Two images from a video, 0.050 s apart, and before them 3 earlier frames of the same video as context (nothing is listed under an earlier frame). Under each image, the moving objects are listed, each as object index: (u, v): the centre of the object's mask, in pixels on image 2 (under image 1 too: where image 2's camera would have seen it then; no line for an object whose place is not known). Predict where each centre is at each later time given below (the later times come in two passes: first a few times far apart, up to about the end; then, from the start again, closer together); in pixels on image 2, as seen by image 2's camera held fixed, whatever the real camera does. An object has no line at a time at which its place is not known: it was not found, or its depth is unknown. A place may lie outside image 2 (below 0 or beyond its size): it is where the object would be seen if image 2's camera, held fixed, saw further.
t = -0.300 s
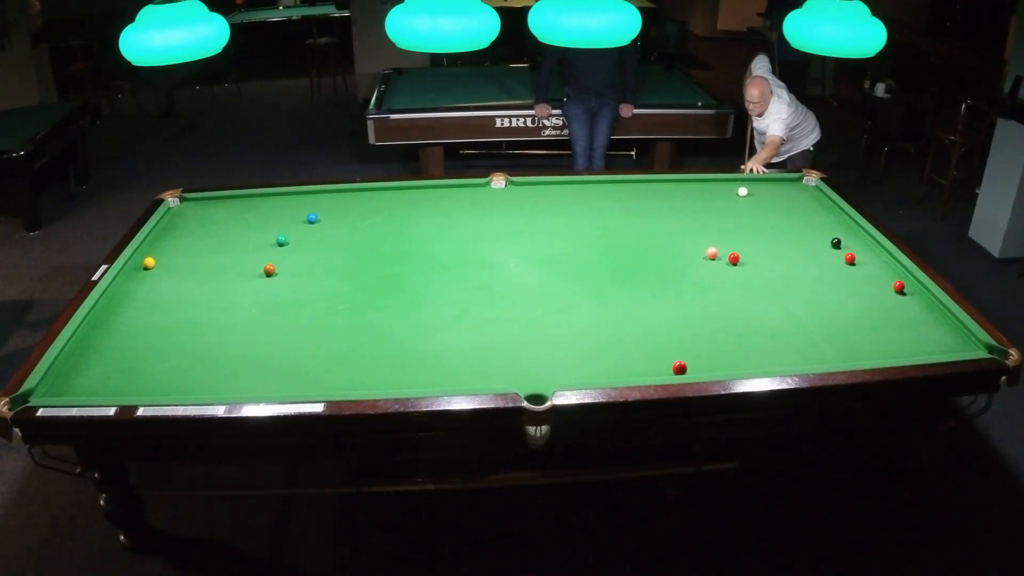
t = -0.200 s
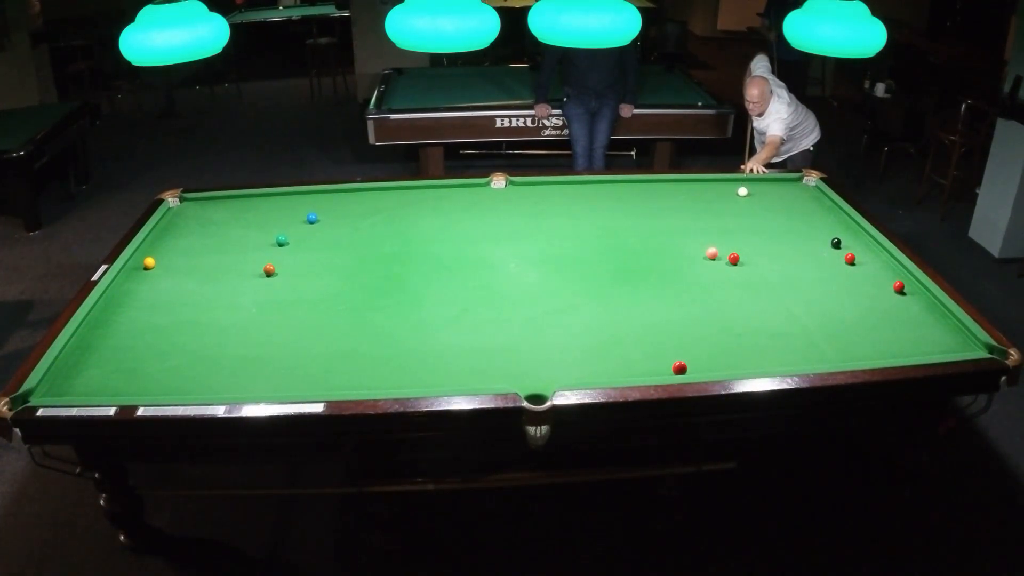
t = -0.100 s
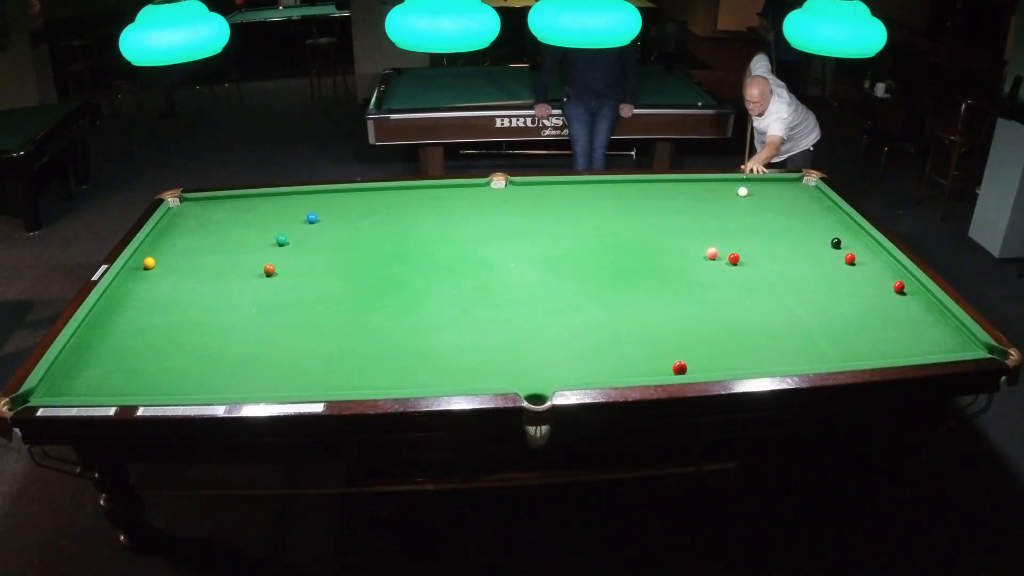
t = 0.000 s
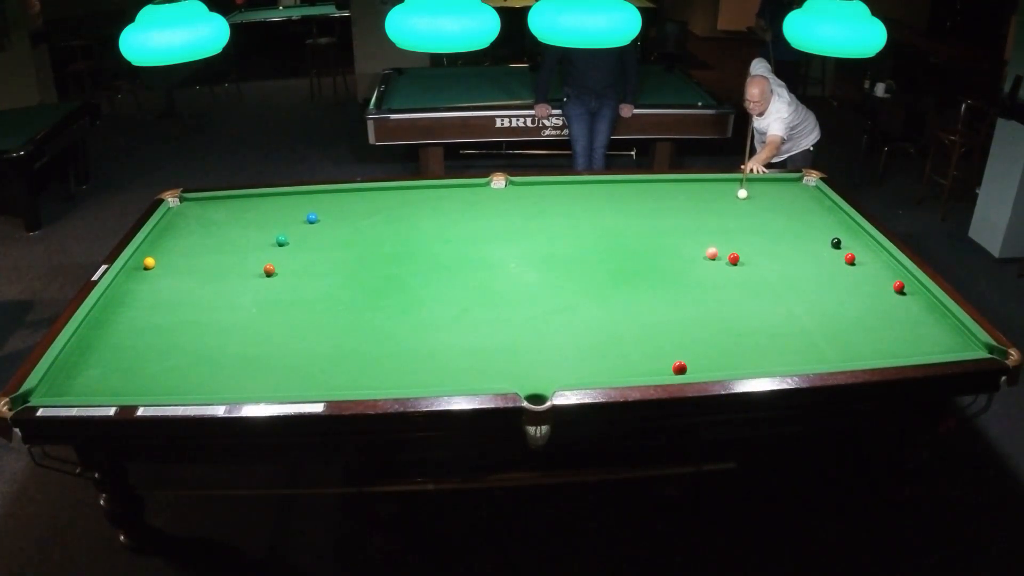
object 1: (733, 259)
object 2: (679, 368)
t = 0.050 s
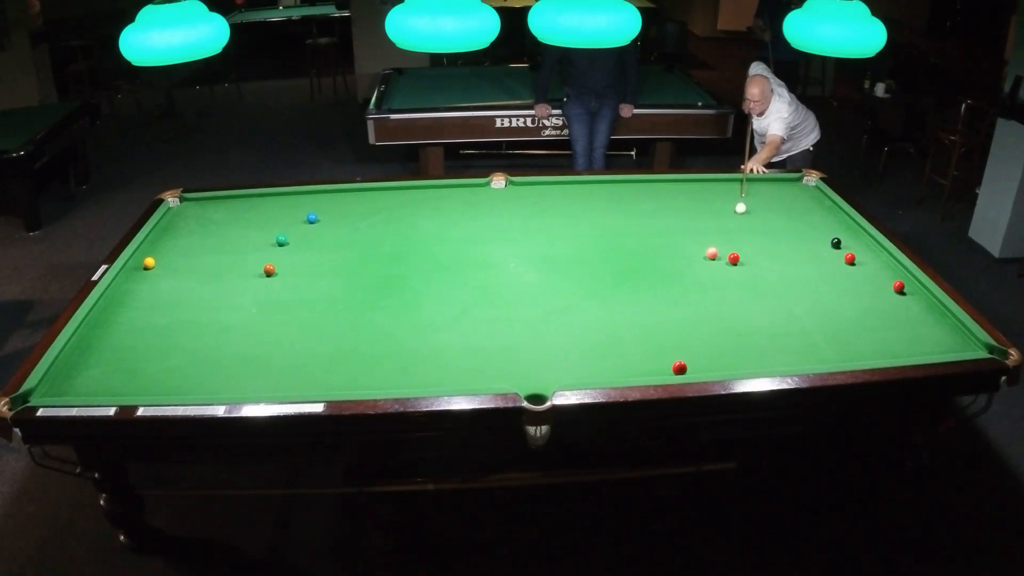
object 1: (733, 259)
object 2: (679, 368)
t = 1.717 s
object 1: (676, 218)
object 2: (422, 316)
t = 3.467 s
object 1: (758, 242)
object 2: (207, 269)
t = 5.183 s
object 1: (886, 333)
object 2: (170, 244)
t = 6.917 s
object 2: (215, 232)
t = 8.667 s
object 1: (903, 314)
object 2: (217, 232)
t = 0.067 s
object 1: (733, 259)
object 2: (679, 368)
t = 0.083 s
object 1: (733, 259)
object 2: (679, 368)
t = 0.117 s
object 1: (733, 259)
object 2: (679, 368)
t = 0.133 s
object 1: (733, 259)
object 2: (679, 368)
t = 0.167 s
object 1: (733, 259)
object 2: (679, 368)
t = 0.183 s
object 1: (733, 259)
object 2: (679, 368)
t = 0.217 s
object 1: (730, 268)
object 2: (679, 368)
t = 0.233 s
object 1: (729, 274)
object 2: (679, 368)
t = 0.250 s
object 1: (727, 280)
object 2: (679, 368)
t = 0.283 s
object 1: (723, 291)
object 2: (679, 368)
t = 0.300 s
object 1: (722, 298)
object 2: (679, 368)
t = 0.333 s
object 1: (718, 310)
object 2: (679, 368)
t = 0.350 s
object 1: (716, 316)
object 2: (679, 368)
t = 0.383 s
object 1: (712, 328)
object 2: (679, 368)
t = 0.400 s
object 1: (710, 335)
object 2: (679, 368)
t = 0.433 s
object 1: (706, 348)
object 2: (679, 368)
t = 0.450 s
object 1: (704, 354)
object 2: (679, 368)
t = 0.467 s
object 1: (702, 360)
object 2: (679, 368)
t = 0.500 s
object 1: (698, 369)
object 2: (679, 368)
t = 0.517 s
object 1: (695, 369)
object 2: (678, 368)
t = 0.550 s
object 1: (696, 364)
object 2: (666, 367)
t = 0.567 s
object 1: (696, 360)
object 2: (661, 365)
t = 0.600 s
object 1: (697, 353)
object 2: (652, 364)
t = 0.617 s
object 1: (696, 350)
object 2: (648, 363)
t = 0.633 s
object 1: (696, 348)
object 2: (643, 362)
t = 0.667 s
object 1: (696, 342)
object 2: (635, 361)
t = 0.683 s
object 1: (695, 339)
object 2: (631, 360)
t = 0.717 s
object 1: (694, 333)
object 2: (623, 358)
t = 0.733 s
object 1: (694, 331)
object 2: (619, 357)
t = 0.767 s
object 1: (693, 325)
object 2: (612, 356)
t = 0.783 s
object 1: (693, 323)
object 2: (608, 355)
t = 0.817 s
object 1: (692, 318)
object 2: (600, 353)
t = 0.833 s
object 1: (692, 315)
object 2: (596, 353)
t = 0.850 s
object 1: (691, 313)
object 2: (592, 352)
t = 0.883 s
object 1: (691, 307)
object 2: (585, 351)
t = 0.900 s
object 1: (690, 305)
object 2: (581, 350)
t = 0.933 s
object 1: (690, 300)
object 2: (574, 348)
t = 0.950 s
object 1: (689, 298)
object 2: (570, 347)
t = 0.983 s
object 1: (689, 294)
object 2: (563, 346)
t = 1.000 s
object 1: (688, 291)
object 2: (559, 345)
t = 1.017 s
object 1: (688, 289)
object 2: (555, 344)
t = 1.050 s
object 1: (687, 285)
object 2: (548, 343)
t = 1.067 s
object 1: (687, 283)
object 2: (545, 342)
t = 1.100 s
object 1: (686, 279)
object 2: (538, 341)
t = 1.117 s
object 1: (686, 277)
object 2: (534, 340)
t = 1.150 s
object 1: (685, 273)
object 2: (527, 338)
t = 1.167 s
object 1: (685, 271)
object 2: (524, 338)
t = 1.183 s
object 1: (685, 270)
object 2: (522, 338)
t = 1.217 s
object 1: (684, 266)
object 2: (515, 336)
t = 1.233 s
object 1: (684, 264)
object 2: (512, 335)
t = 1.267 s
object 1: (683, 260)
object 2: (505, 334)
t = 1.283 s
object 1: (683, 258)
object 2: (502, 333)
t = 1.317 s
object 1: (682, 255)
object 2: (495, 332)
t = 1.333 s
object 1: (682, 253)
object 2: (492, 331)
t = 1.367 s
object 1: (682, 250)
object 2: (486, 330)
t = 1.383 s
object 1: (681, 248)
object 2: (482, 329)
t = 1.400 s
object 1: (681, 246)
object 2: (479, 329)
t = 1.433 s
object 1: (681, 243)
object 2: (473, 327)
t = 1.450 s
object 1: (680, 241)
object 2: (470, 326)
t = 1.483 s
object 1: (680, 238)
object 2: (463, 325)
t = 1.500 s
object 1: (680, 237)
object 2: (460, 324)
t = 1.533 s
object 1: (679, 234)
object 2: (454, 323)
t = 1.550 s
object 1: (679, 232)
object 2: (451, 323)
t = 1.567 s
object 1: (678, 230)
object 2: (448, 322)
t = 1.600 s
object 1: (678, 227)
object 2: (442, 321)
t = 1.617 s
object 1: (678, 226)
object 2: (439, 320)
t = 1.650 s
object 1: (677, 223)
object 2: (433, 319)
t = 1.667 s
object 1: (677, 222)
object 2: (430, 318)
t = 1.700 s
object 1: (676, 219)
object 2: (425, 317)
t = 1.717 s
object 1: (676, 218)
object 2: (422, 316)
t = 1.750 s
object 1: (676, 215)
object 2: (416, 315)
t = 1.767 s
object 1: (676, 214)
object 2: (413, 315)
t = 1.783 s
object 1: (675, 212)
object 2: (410, 314)
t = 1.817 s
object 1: (675, 210)
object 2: (405, 313)
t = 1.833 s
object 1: (675, 208)
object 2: (402, 312)
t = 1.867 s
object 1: (674, 206)
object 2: (397, 311)
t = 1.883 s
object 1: (674, 205)
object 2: (394, 311)
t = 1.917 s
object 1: (673, 202)
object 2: (389, 309)
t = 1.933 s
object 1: (673, 201)
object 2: (386, 309)
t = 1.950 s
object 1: (673, 200)
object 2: (384, 308)
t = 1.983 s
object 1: (673, 198)
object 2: (378, 307)
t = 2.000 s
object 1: (672, 196)
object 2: (376, 307)
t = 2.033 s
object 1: (672, 194)
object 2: (371, 306)
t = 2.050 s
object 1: (672, 193)
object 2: (368, 305)
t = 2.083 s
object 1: (671, 191)
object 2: (363, 304)
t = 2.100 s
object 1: (671, 190)
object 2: (361, 304)
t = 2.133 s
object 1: (671, 187)
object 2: (356, 302)
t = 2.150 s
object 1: (670, 186)
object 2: (353, 302)
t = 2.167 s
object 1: (670, 185)
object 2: (351, 301)
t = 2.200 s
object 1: (670, 183)
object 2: (346, 300)
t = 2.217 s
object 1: (670, 182)
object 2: (344, 300)
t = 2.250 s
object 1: (670, 181)
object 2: (339, 299)
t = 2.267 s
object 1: (671, 182)
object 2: (337, 298)
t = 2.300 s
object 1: (674, 184)
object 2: (333, 297)
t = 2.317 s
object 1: (675, 185)
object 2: (330, 297)
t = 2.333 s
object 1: (676, 185)
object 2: (328, 296)
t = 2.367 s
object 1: (678, 187)
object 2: (324, 295)
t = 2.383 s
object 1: (680, 188)
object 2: (321, 295)
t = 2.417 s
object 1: (682, 189)
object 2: (317, 294)
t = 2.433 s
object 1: (683, 190)
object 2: (315, 293)
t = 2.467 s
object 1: (686, 192)
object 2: (311, 292)
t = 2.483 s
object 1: (687, 193)
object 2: (309, 292)
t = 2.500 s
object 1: (688, 193)
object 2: (307, 291)
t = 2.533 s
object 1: (690, 195)
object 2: (302, 290)
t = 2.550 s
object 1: (692, 196)
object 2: (300, 290)
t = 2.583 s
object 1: (694, 197)
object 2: (296, 289)
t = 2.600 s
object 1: (695, 198)
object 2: (294, 289)
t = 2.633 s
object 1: (697, 200)
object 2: (290, 288)
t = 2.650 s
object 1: (698, 201)
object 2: (288, 287)
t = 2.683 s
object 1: (701, 202)
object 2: (285, 286)
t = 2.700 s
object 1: (702, 203)
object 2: (283, 286)
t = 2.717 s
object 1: (703, 204)
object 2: (281, 286)
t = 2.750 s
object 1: (706, 206)
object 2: (277, 285)
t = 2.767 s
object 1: (707, 206)
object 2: (275, 284)
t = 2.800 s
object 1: (709, 208)
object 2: (271, 283)
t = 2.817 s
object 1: (711, 209)
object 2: (269, 283)
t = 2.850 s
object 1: (713, 210)
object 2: (266, 282)
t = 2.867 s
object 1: (714, 211)
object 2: (264, 281)
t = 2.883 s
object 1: (716, 212)
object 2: (262, 281)
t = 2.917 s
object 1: (718, 214)
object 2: (259, 280)
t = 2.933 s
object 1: (719, 215)
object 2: (257, 280)
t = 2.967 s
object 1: (721, 216)
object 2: (254, 279)
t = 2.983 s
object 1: (723, 217)
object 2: (252, 279)
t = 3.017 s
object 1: (725, 219)
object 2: (249, 278)
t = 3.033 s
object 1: (727, 220)
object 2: (247, 278)
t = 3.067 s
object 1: (729, 221)
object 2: (244, 277)
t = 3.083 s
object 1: (730, 222)
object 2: (242, 277)
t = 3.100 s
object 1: (731, 223)
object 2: (241, 276)
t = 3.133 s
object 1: (734, 225)
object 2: (237, 276)
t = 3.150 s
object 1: (735, 226)
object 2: (236, 275)
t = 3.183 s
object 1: (737, 227)
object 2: (233, 275)
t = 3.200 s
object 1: (739, 228)
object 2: (231, 274)
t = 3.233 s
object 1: (741, 230)
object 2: (228, 273)
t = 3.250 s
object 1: (742, 231)
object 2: (226, 273)
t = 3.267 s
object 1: (744, 232)
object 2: (225, 273)
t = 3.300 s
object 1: (746, 233)
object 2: (222, 272)
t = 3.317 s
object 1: (747, 234)
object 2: (220, 272)
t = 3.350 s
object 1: (750, 236)
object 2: (218, 271)
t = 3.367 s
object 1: (751, 237)
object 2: (216, 271)
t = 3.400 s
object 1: (753, 239)
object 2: (213, 270)
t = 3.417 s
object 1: (755, 240)
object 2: (212, 270)
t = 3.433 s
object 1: (756, 241)
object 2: (210, 269)
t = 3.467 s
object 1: (758, 242)
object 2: (207, 269)
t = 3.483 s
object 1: (760, 243)
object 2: (206, 268)
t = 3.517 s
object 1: (762, 245)
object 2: (203, 268)
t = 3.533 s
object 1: (763, 246)
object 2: (202, 267)
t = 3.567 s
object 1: (766, 247)
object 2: (200, 267)
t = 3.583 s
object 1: (767, 248)
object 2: (198, 267)
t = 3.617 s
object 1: (770, 250)
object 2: (196, 266)
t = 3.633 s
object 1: (771, 251)
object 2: (194, 266)
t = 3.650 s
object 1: (772, 252)
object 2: (193, 265)
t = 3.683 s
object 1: (775, 254)
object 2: (190, 265)
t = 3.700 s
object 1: (776, 255)
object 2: (189, 265)
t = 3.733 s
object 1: (778, 256)
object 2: (187, 264)
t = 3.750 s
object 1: (780, 257)
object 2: (186, 264)
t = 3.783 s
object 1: (782, 259)
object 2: (183, 263)
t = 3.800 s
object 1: (783, 260)
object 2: (182, 263)
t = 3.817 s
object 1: (785, 261)
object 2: (181, 263)
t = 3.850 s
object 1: (787, 263)
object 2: (178, 262)
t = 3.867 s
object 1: (788, 263)
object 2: (177, 262)
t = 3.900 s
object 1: (791, 265)
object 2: (175, 261)
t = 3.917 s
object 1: (792, 266)
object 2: (174, 261)
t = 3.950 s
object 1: (795, 268)
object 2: (171, 260)
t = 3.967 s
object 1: (796, 269)
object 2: (170, 260)
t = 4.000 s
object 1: (799, 271)
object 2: (168, 259)
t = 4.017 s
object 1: (800, 272)
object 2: (167, 259)
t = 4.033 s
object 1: (801, 273)
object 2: (166, 259)
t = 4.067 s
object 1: (803, 274)
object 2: (164, 258)
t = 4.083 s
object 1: (805, 275)
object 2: (163, 258)
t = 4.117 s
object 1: (807, 277)
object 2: (161, 258)
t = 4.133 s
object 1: (809, 278)
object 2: (160, 258)
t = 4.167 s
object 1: (811, 280)
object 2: (158, 257)
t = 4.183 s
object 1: (812, 281)
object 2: (157, 257)
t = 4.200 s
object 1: (814, 281)
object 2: (156, 256)
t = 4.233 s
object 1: (816, 283)
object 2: (154, 255)
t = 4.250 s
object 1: (817, 284)
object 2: (153, 254)
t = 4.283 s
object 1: (820, 286)
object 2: (151, 254)
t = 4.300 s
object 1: (821, 287)
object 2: (150, 254)
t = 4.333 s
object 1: (824, 289)
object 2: (148, 254)
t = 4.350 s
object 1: (825, 290)
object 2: (146, 254)
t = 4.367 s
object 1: (826, 291)
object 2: (146, 254)
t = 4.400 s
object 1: (829, 292)
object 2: (144, 254)
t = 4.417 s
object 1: (830, 293)
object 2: (143, 254)
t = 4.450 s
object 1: (833, 295)
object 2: (141, 253)
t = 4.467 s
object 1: (834, 296)
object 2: (141, 253)
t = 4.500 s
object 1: (836, 298)
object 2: (139, 253)
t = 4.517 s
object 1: (837, 298)
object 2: (138, 252)
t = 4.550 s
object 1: (840, 300)
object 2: (138, 252)
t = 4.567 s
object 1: (841, 301)
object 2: (139, 252)
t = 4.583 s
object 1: (843, 302)
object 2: (140, 251)
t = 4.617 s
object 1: (845, 304)
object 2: (142, 251)
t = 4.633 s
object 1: (846, 304)
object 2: (143, 251)
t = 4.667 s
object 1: (849, 306)
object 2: (145, 250)
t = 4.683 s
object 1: (850, 307)
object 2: (146, 250)
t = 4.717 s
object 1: (852, 309)
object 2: (147, 250)
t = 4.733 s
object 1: (853, 309)
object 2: (148, 249)
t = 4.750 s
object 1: (855, 310)
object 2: (149, 249)
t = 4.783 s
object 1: (857, 312)
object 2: (151, 249)
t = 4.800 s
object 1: (858, 313)
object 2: (152, 249)
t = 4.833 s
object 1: (861, 315)
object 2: (153, 248)
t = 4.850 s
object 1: (862, 315)
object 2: (154, 248)
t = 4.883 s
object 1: (864, 317)
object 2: (156, 247)
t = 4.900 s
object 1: (866, 318)
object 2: (157, 247)
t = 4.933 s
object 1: (868, 320)
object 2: (158, 247)
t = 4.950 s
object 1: (869, 321)
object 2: (159, 247)
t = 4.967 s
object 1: (870, 322)
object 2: (160, 246)
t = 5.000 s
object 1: (873, 323)
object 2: (162, 246)
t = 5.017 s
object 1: (874, 324)
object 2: (163, 246)
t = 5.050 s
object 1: (876, 326)
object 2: (164, 246)
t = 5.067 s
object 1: (877, 327)
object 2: (165, 245)
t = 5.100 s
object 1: (880, 328)
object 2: (166, 245)
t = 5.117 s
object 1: (881, 329)
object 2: (167, 245)
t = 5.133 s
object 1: (882, 330)
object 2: (168, 244)
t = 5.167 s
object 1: (885, 332)
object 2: (170, 244)
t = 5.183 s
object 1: (886, 333)
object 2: (170, 244)
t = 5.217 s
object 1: (888, 334)
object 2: (172, 243)
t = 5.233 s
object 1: (889, 335)
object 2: (173, 243)
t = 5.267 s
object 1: (892, 337)
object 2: (174, 243)
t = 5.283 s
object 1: (893, 338)
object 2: (175, 243)
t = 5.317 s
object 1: (895, 339)
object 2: (176, 242)
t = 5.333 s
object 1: (896, 340)
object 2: (177, 242)
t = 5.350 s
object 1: (897, 341)
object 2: (178, 242)
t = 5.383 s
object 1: (900, 342)
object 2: (179, 242)
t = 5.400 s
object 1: (901, 343)
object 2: (180, 241)
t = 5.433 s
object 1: (903, 345)
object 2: (181, 241)
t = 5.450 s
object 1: (904, 346)
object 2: (182, 241)
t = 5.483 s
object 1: (906, 347)
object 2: (183, 241)
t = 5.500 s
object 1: (907, 348)
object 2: (183, 241)
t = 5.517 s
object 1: (908, 349)
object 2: (184, 241)
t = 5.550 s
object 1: (911, 350)
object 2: (185, 240)
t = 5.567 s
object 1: (912, 350)
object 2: (186, 240)
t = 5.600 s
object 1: (914, 351)
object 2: (187, 240)
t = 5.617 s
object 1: (915, 352)
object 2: (188, 239)
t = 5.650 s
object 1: (917, 353)
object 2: (189, 239)
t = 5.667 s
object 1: (918, 353)
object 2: (190, 239)
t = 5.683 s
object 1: (918, 353)
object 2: (190, 239)
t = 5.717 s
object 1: (917, 352)
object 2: (191, 239)
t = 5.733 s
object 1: (917, 352)
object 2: (192, 238)
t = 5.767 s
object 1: (917, 351)
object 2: (193, 238)
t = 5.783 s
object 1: (916, 351)
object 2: (193, 238)
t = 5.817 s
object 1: (916, 350)
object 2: (194, 237)
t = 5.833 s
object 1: (916, 350)
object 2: (195, 237)
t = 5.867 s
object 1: (915, 349)
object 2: (196, 237)
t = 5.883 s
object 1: (915, 348)
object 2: (196, 237)
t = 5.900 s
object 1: (915, 348)
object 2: (197, 237)
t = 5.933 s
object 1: (914, 347)
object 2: (198, 237)
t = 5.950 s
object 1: (914, 346)
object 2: (198, 237)
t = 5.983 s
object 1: (914, 345)
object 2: (199, 236)
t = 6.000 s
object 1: (914, 345)
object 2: (199, 236)
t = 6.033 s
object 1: (913, 344)
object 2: (200, 236)
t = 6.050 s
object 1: (913, 343)
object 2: (201, 236)
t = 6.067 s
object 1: (913, 343)
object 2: (201, 236)
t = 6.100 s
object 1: (912, 342)
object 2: (202, 236)
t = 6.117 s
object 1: (912, 341)
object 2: (202, 235)
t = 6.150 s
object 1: (912, 340)
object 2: (203, 235)
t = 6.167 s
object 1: (912, 340)
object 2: (204, 235)
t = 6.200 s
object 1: (911, 339)
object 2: (204, 235)
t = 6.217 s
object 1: (911, 338)
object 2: (205, 235)
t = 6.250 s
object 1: (911, 337)
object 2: (206, 235)
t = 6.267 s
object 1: (911, 337)
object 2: (206, 235)
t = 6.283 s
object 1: (911, 336)
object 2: (206, 234)
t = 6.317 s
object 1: (910, 336)
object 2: (207, 234)
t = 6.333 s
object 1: (910, 335)
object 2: (207, 234)
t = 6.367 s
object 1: (910, 335)
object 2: (208, 234)
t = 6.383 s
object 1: (909, 334)
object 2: (208, 234)
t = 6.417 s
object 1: (909, 333)
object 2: (209, 234)
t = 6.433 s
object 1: (909, 333)
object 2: (209, 234)
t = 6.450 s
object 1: (909, 333)
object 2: (209, 234)
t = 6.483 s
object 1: (909, 332)
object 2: (210, 234)
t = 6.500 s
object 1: (908, 332)
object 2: (210, 234)
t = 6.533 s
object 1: (908, 331)
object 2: (211, 233)
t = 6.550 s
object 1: (908, 330)
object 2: (211, 233)
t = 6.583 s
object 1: (908, 330)
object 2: (212, 233)
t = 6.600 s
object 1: (908, 329)
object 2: (212, 233)
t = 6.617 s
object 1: (908, 329)
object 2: (212, 233)
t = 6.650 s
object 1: (907, 328)
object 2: (212, 233)
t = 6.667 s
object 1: (909, 328)
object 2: (213, 233)
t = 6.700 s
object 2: (213, 232)
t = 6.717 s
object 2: (213, 232)
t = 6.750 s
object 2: (214, 232)
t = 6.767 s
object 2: (214, 232)
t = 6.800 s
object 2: (214, 232)
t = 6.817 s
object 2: (214, 232)
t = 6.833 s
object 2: (214, 232)
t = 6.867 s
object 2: (215, 232)
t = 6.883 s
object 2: (215, 232)
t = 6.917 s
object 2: (215, 232)
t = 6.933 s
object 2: (215, 232)
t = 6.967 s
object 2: (216, 232)
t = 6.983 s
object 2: (216, 232)
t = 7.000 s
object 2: (216, 232)
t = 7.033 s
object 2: (216, 232)
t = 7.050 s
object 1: (904, 320)
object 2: (216, 232)
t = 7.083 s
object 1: (905, 320)
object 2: (216, 232)
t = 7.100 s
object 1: (904, 319)
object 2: (216, 232)
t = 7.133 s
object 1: (904, 317)
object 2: (216, 232)
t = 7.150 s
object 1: (904, 316)
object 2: (216, 232)
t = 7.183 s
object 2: (216, 232)
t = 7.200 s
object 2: (216, 232)
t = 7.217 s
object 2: (216, 232)
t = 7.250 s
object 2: (216, 232)
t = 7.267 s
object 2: (217, 232)
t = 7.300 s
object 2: (217, 232)
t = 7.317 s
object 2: (217, 232)
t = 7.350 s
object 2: (217, 232)
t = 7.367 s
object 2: (217, 232)
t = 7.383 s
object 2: (217, 232)
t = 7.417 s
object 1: (901, 316)
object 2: (217, 232)
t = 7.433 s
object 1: (902, 316)
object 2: (217, 232)
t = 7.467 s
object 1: (903, 317)
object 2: (217, 232)
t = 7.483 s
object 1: (903, 316)
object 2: (217, 232)
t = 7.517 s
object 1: (903, 316)
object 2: (217, 232)
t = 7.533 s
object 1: (903, 316)
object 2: (216, 232)
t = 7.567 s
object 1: (903, 316)
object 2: (217, 232)
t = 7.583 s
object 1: (903, 316)
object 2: (217, 232)
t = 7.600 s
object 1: (903, 316)
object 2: (217, 232)
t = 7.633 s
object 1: (903, 315)
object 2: (216, 232)
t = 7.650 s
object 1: (903, 315)
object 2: (217, 232)
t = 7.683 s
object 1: (903, 315)
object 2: (217, 232)
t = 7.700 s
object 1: (903, 315)
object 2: (217, 232)
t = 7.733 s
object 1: (903, 315)
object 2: (216, 232)
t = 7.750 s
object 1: (903, 315)
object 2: (217, 232)
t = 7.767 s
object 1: (903, 315)
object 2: (217, 232)
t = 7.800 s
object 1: (903, 315)
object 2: (217, 232)
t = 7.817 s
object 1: (903, 315)
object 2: (217, 232)
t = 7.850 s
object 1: (903, 315)
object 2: (216, 232)
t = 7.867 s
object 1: (903, 315)
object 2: (217, 232)
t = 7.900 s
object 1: (903, 314)
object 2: (217, 232)
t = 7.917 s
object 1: (903, 314)
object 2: (217, 232)
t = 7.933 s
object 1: (903, 314)
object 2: (217, 232)
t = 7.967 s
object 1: (903, 314)
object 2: (217, 232)
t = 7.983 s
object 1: (903, 314)
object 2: (217, 232)
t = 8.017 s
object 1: (903, 314)
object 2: (217, 232)
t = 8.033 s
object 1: (903, 314)
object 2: (217, 232)
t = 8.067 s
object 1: (903, 314)
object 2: (216, 232)
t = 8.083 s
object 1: (903, 314)
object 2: (216, 232)
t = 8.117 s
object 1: (903, 314)
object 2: (216, 232)
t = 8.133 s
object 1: (903, 314)
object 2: (217, 232)
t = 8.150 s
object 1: (903, 314)
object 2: (217, 232)
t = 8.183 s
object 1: (903, 314)
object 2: (217, 232)
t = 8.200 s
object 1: (903, 314)
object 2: (217, 232)
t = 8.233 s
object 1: (903, 314)
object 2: (217, 232)
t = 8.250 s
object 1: (903, 314)
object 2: (216, 232)
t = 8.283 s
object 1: (903, 314)
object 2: (217, 232)
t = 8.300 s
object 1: (903, 314)
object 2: (217, 232)
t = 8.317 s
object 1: (903, 314)
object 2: (217, 232)
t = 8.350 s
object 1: (903, 314)
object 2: (217, 232)
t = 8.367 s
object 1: (903, 314)
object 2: (216, 232)
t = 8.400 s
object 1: (903, 314)
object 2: (216, 232)
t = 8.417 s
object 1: (903, 314)
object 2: (216, 232)
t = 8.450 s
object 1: (903, 314)
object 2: (217, 232)
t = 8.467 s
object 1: (903, 314)
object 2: (217, 232)
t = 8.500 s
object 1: (903, 314)
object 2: (217, 232)
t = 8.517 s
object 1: (903, 314)
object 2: (217, 232)
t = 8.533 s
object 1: (903, 314)
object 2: (217, 232)
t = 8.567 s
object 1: (903, 314)
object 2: (216, 232)
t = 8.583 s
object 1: (903, 314)
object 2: (217, 232)
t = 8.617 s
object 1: (903, 314)
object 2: (217, 232)
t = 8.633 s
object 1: (903, 314)
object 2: (217, 232)
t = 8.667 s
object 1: (903, 314)
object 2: (217, 232)
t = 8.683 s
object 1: (903, 314)
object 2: (216, 232)
